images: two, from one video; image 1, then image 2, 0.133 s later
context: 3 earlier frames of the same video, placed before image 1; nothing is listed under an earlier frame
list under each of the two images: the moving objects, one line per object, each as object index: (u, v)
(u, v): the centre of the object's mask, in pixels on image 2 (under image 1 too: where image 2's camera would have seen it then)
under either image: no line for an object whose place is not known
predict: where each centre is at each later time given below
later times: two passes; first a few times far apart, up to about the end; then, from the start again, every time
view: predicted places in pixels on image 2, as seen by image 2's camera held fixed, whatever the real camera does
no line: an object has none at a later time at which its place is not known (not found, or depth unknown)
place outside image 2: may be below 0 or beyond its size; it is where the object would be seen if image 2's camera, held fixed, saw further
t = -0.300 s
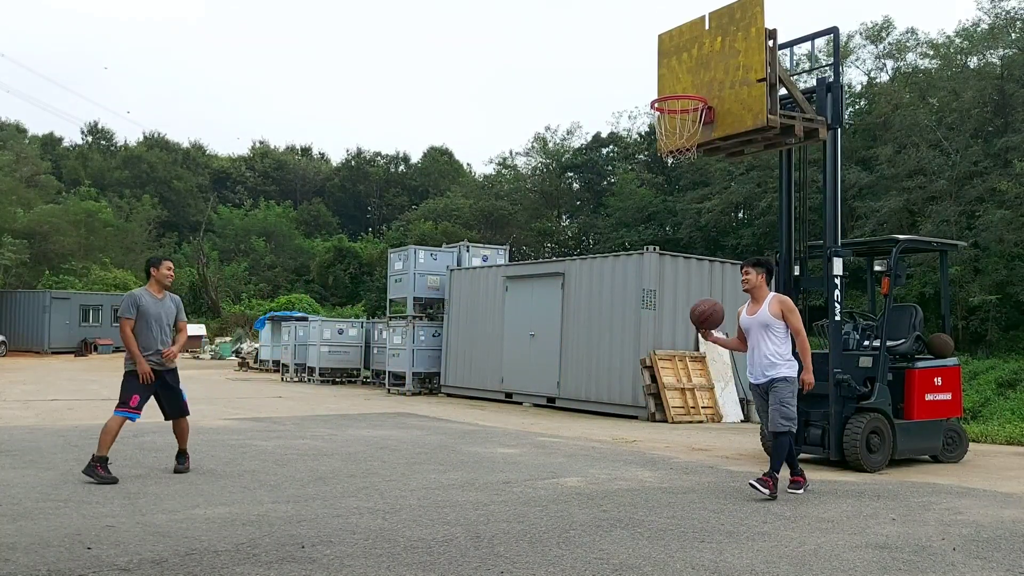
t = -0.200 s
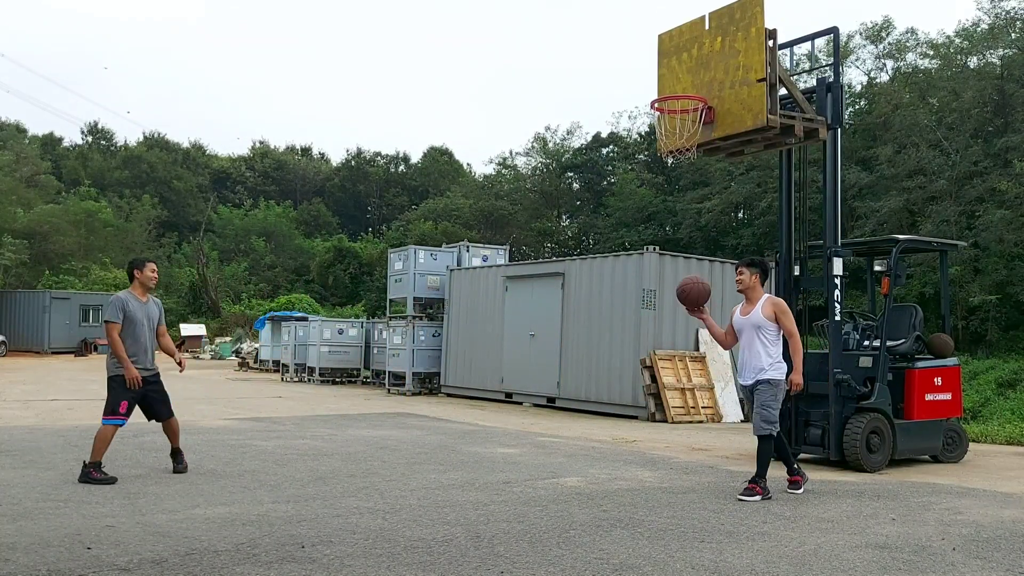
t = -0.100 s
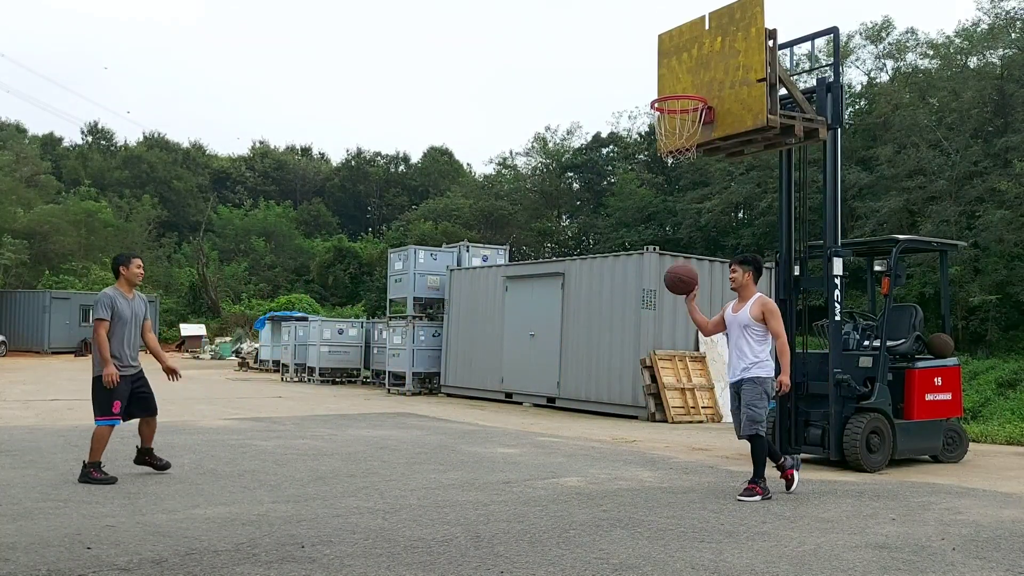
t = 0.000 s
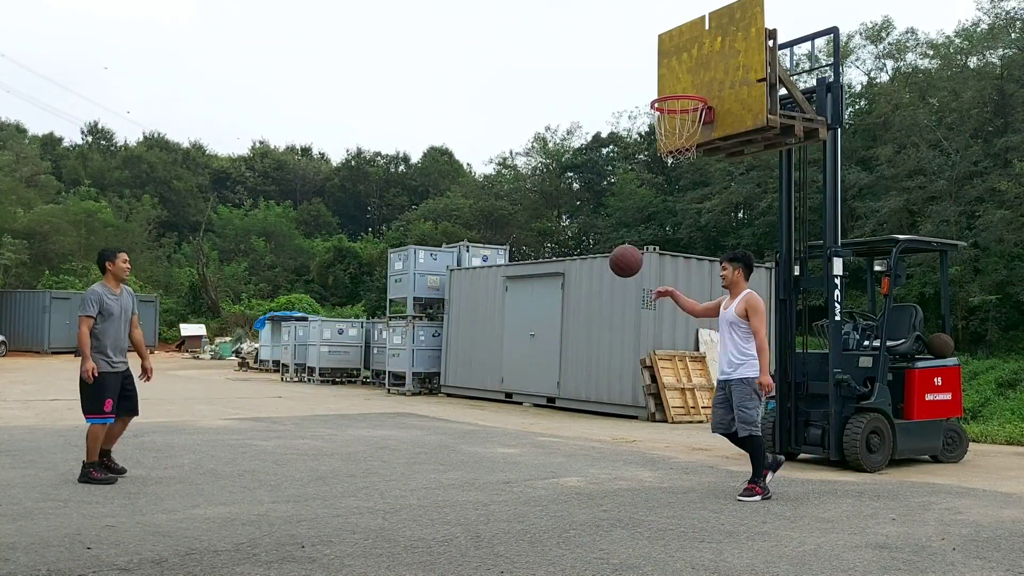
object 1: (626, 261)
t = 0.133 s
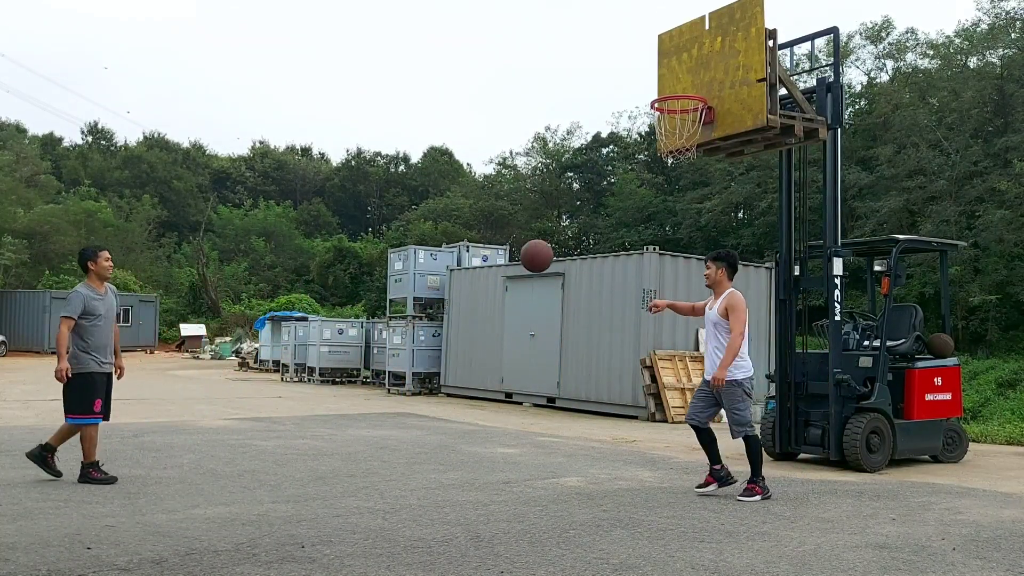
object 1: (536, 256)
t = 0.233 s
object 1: (470, 268)
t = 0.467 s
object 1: (313, 349)
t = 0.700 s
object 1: (171, 438)
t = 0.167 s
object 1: (515, 258)
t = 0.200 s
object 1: (493, 263)
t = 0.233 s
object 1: (470, 268)
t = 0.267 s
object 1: (448, 275)
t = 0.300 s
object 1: (426, 283)
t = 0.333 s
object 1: (404, 293)
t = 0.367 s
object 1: (382, 305)
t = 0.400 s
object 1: (359, 318)
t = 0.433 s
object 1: (336, 333)
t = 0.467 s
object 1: (313, 349)
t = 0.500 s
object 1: (291, 367)
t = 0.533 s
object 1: (267, 386)
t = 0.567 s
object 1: (245, 407)
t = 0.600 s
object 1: (221, 430)
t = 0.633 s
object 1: (198, 454)
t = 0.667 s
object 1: (182, 458)
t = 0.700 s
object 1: (171, 438)
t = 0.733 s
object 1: (160, 420)
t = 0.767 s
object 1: (150, 403)
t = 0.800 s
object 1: (139, 388)
